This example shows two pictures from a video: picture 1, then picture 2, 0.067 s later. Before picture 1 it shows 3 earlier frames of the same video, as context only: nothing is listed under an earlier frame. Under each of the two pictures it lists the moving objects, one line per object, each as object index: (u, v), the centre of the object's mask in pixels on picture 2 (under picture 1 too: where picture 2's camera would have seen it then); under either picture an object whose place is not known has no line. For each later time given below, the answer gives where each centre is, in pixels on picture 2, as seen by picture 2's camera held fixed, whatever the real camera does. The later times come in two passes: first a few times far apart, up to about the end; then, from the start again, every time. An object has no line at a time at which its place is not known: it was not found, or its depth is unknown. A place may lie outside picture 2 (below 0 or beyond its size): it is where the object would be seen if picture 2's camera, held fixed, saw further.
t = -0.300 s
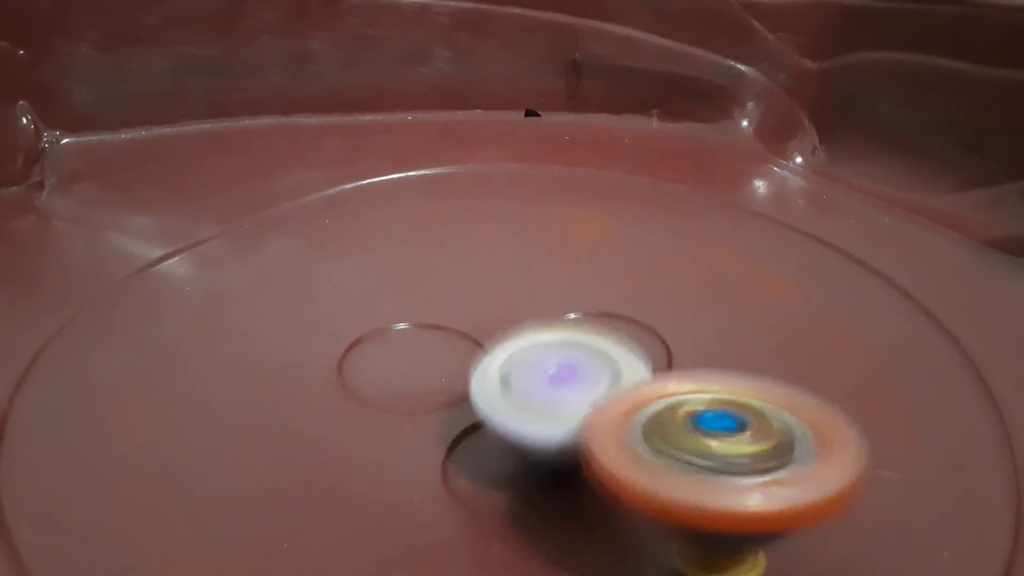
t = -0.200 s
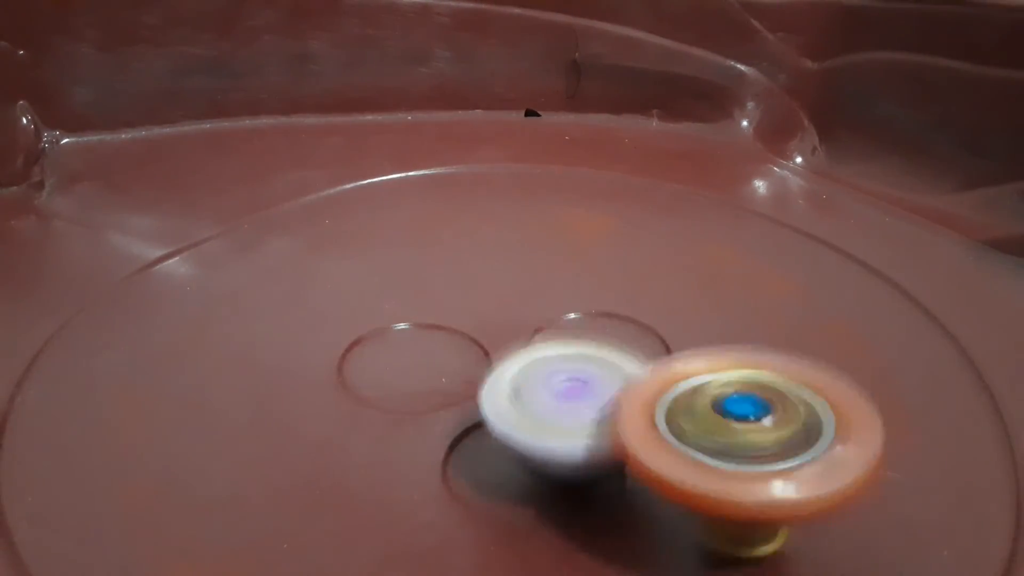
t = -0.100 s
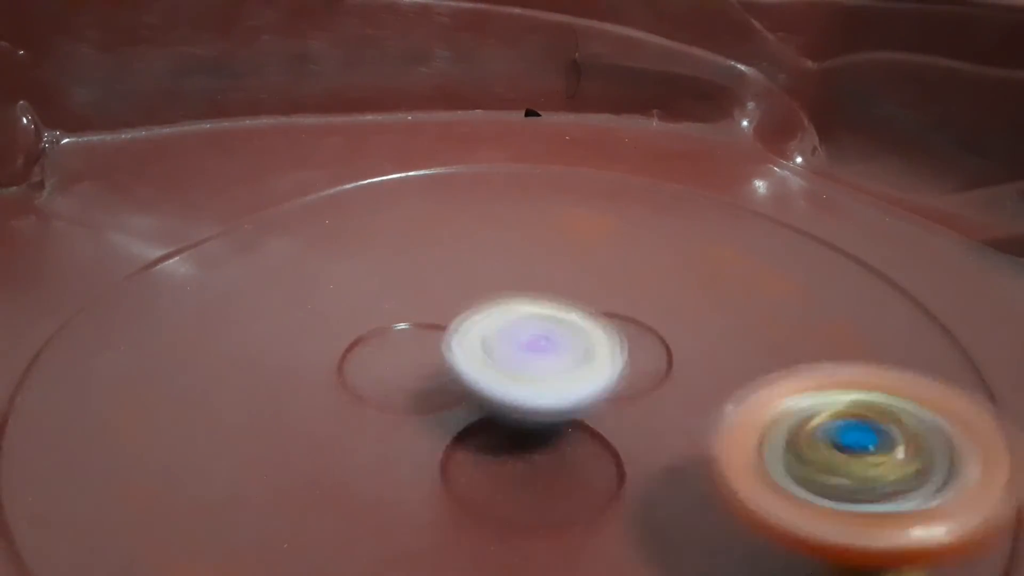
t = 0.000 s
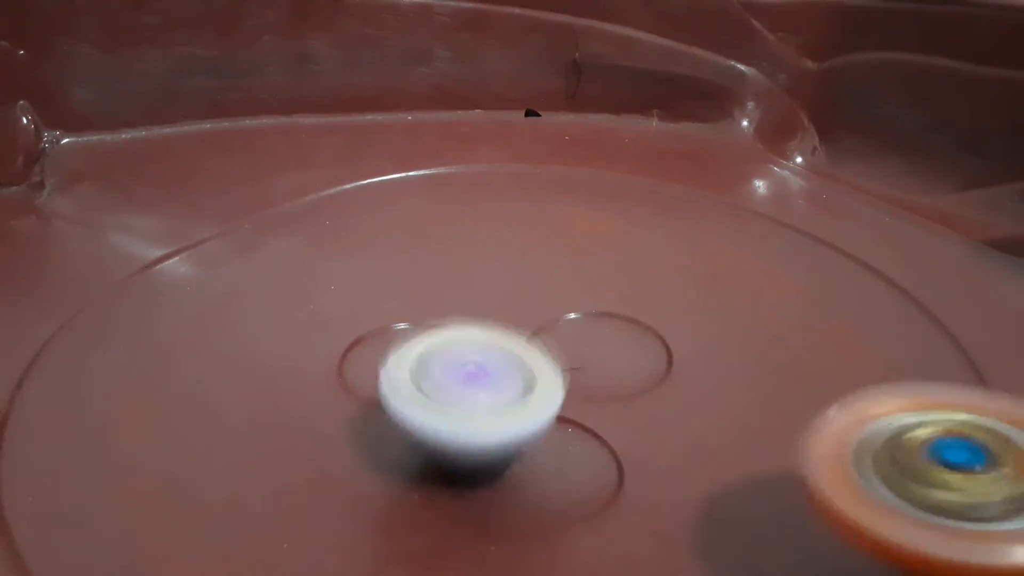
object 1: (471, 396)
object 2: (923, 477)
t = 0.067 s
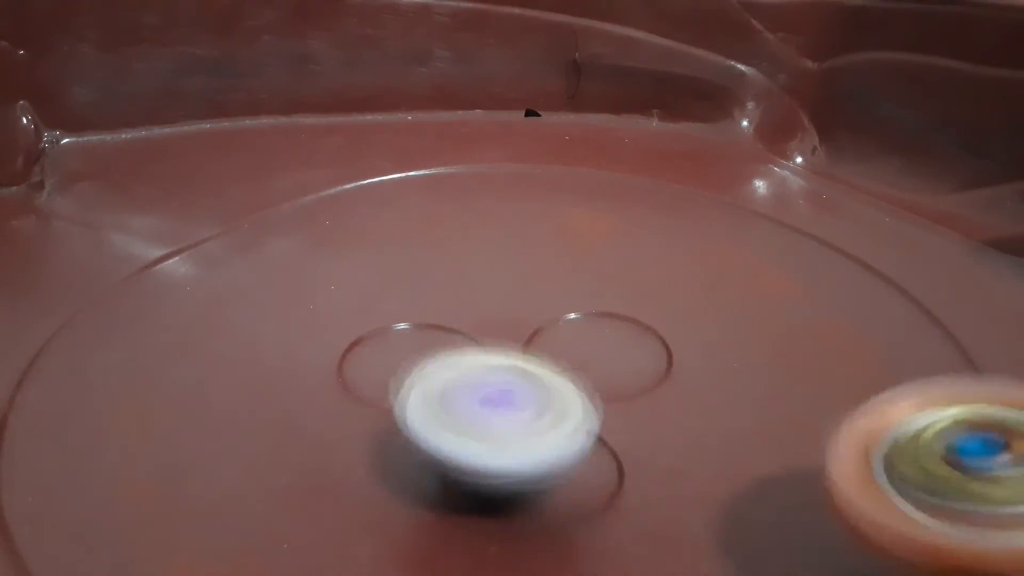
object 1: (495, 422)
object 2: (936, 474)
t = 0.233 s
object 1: (592, 382)
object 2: (886, 435)
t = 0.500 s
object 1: (535, 426)
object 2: (657, 333)
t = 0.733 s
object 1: (509, 368)
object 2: (559, 241)
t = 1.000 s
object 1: (606, 396)
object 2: (522, 180)
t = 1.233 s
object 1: (506, 435)
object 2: (500, 253)
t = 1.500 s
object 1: (574, 394)
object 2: (399, 312)
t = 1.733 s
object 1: (543, 416)
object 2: (396, 299)
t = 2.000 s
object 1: (538, 406)
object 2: (439, 285)
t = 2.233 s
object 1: (579, 395)
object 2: (429, 307)
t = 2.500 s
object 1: (530, 438)
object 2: (368, 252)
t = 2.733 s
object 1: (538, 387)
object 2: (394, 236)
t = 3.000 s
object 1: (523, 409)
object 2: (391, 348)
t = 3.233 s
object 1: (545, 382)
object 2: (271, 353)
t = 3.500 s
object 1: (586, 394)
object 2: (341, 274)
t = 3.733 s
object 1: (565, 416)
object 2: (564, 286)
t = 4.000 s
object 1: (541, 427)
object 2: (695, 368)
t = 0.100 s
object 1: (525, 425)
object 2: (930, 469)
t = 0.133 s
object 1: (554, 422)
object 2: (926, 459)
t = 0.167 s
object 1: (576, 414)
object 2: (916, 452)
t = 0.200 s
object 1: (590, 400)
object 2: (905, 445)
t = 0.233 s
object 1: (592, 382)
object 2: (886, 435)
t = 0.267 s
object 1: (574, 367)
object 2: (857, 425)
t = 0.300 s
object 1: (542, 367)
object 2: (827, 414)
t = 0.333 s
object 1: (514, 371)
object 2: (796, 404)
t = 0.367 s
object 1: (488, 382)
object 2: (765, 391)
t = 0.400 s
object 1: (475, 395)
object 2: (737, 379)
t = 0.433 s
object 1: (482, 410)
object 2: (709, 366)
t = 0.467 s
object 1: (504, 422)
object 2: (679, 353)
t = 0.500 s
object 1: (535, 426)
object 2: (657, 333)
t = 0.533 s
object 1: (568, 423)
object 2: (633, 313)
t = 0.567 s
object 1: (593, 415)
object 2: (612, 301)
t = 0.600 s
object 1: (608, 396)
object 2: (598, 285)
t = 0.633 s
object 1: (602, 376)
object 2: (585, 269)
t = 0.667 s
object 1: (580, 363)
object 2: (575, 255)
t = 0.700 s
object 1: (548, 360)
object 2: (569, 245)
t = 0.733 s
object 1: (509, 368)
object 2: (559, 241)
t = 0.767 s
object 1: (480, 381)
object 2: (549, 230)
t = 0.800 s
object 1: (468, 400)
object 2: (543, 217)
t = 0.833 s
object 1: (478, 419)
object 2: (537, 206)
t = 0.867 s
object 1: (504, 434)
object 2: (533, 198)
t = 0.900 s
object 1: (539, 445)
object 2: (529, 189)
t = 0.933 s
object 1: (575, 438)
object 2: (526, 185)
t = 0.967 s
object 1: (598, 420)
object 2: (523, 181)
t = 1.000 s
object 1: (606, 396)
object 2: (522, 180)
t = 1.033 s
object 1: (583, 374)
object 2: (517, 183)
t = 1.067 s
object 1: (548, 361)
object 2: (515, 189)
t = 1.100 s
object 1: (513, 362)
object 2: (513, 197)
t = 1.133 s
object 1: (477, 380)
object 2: (507, 212)
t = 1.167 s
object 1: (464, 403)
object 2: (505, 225)
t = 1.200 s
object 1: (479, 422)
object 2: (502, 240)
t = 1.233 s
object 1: (506, 435)
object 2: (500, 253)
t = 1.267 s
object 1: (542, 437)
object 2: (501, 266)
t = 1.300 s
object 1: (572, 432)
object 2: (504, 279)
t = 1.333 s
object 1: (596, 420)
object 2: (502, 290)
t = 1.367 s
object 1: (608, 402)
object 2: (496, 302)
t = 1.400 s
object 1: (605, 393)
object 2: (481, 312)
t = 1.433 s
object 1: (594, 394)
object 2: (454, 316)
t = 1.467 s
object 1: (583, 393)
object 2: (425, 318)
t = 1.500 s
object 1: (574, 394)
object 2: (399, 312)
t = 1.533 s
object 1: (565, 394)
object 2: (378, 308)
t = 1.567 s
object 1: (555, 398)
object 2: (363, 303)
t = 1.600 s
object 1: (550, 403)
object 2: (361, 296)
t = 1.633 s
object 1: (547, 407)
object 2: (362, 298)
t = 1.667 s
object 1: (545, 411)
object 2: (371, 300)
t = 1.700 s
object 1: (544, 415)
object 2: (386, 302)
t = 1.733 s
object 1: (543, 416)
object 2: (396, 299)
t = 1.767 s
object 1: (544, 418)
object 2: (406, 293)
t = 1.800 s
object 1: (547, 418)
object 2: (415, 288)
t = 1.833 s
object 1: (549, 416)
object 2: (428, 278)
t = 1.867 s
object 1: (549, 414)
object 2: (436, 273)
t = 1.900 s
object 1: (548, 410)
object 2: (440, 278)
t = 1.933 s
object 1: (545, 405)
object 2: (437, 285)
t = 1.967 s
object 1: (540, 402)
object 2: (437, 288)
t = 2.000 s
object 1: (538, 406)
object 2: (439, 285)
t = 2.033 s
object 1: (542, 413)
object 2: (443, 282)
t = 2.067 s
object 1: (548, 417)
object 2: (450, 281)
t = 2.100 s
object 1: (558, 421)
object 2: (445, 283)
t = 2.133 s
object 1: (571, 419)
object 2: (438, 287)
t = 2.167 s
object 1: (580, 414)
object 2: (433, 293)
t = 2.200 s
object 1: (584, 404)
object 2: (430, 300)
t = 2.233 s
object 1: (579, 395)
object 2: (429, 307)
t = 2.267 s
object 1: (564, 390)
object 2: (424, 313)
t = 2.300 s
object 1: (548, 388)
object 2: (419, 320)
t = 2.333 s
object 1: (528, 395)
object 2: (411, 321)
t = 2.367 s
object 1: (514, 409)
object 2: (398, 318)
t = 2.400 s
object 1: (506, 417)
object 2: (390, 298)
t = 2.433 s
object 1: (505, 427)
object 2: (377, 284)
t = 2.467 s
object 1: (513, 435)
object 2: (376, 265)
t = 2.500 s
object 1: (530, 438)
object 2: (368, 252)
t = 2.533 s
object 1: (549, 437)
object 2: (366, 241)
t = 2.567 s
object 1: (564, 432)
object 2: (372, 234)
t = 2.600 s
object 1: (574, 423)
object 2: (381, 230)
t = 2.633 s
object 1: (574, 413)
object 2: (385, 229)
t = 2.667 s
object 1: (564, 403)
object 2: (387, 230)
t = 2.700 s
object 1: (552, 394)
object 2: (390, 232)
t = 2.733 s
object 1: (538, 387)
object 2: (394, 236)
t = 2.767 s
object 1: (518, 380)
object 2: (401, 246)
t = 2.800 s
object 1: (496, 374)
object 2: (405, 254)
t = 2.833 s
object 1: (480, 383)
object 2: (408, 265)
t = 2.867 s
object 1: (479, 398)
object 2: (403, 283)
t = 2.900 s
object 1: (485, 410)
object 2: (396, 301)
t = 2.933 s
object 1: (498, 414)
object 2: (393, 318)
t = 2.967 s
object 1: (515, 410)
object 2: (389, 337)
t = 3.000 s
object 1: (523, 409)
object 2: (391, 348)
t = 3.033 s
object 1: (538, 395)
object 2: (381, 354)
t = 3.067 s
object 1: (546, 386)
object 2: (369, 362)
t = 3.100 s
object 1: (545, 377)
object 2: (353, 369)
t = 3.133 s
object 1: (538, 370)
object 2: (339, 370)
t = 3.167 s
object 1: (531, 371)
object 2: (317, 368)
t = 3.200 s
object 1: (535, 380)
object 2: (291, 361)
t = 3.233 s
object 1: (545, 382)
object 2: (271, 353)
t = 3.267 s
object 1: (557, 388)
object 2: (254, 335)
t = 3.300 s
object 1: (574, 388)
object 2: (248, 325)
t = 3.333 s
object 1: (584, 388)
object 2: (255, 311)
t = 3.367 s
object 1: (590, 387)
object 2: (264, 294)
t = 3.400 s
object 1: (582, 388)
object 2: (274, 285)
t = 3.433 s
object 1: (579, 389)
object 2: (297, 281)
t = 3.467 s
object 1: (582, 390)
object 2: (320, 278)
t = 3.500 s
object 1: (586, 394)
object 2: (341, 274)
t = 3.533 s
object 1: (590, 395)
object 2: (369, 265)
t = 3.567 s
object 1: (592, 402)
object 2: (402, 268)
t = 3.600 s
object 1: (592, 401)
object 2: (430, 272)
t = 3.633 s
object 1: (588, 399)
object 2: (461, 276)
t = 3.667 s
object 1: (582, 400)
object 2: (488, 275)
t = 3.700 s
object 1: (575, 405)
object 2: (525, 276)
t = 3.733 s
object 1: (565, 416)
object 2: (564, 286)
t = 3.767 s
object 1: (559, 424)
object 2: (604, 293)
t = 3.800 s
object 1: (555, 431)
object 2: (631, 304)
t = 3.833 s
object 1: (555, 434)
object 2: (649, 311)
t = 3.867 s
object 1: (553, 437)
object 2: (656, 317)
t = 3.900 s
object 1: (556, 437)
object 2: (669, 325)
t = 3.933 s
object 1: (551, 437)
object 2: (680, 336)
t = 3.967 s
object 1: (550, 431)
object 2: (692, 350)
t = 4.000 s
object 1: (541, 427)
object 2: (695, 368)
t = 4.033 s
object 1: (525, 420)
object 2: (693, 382)
